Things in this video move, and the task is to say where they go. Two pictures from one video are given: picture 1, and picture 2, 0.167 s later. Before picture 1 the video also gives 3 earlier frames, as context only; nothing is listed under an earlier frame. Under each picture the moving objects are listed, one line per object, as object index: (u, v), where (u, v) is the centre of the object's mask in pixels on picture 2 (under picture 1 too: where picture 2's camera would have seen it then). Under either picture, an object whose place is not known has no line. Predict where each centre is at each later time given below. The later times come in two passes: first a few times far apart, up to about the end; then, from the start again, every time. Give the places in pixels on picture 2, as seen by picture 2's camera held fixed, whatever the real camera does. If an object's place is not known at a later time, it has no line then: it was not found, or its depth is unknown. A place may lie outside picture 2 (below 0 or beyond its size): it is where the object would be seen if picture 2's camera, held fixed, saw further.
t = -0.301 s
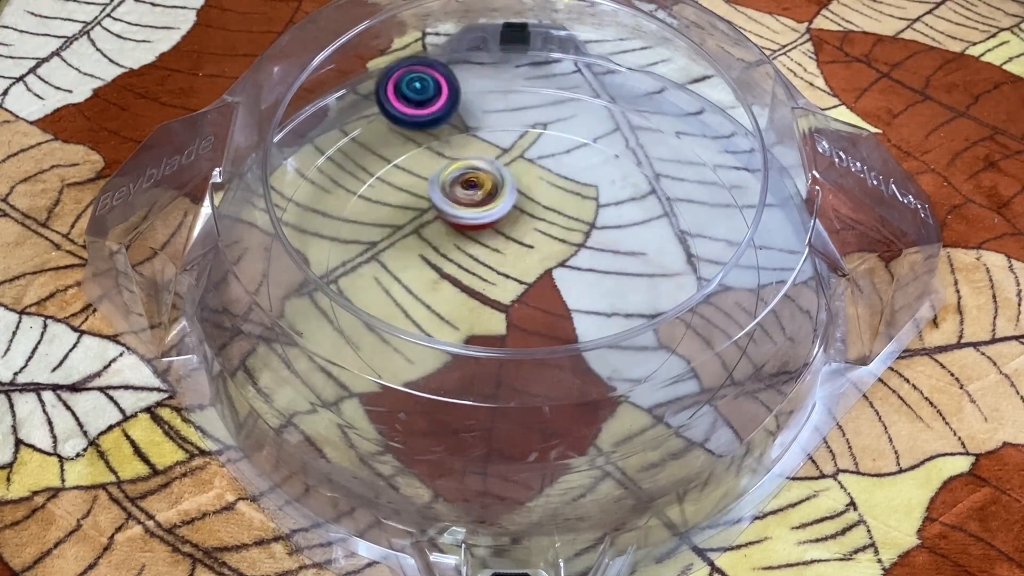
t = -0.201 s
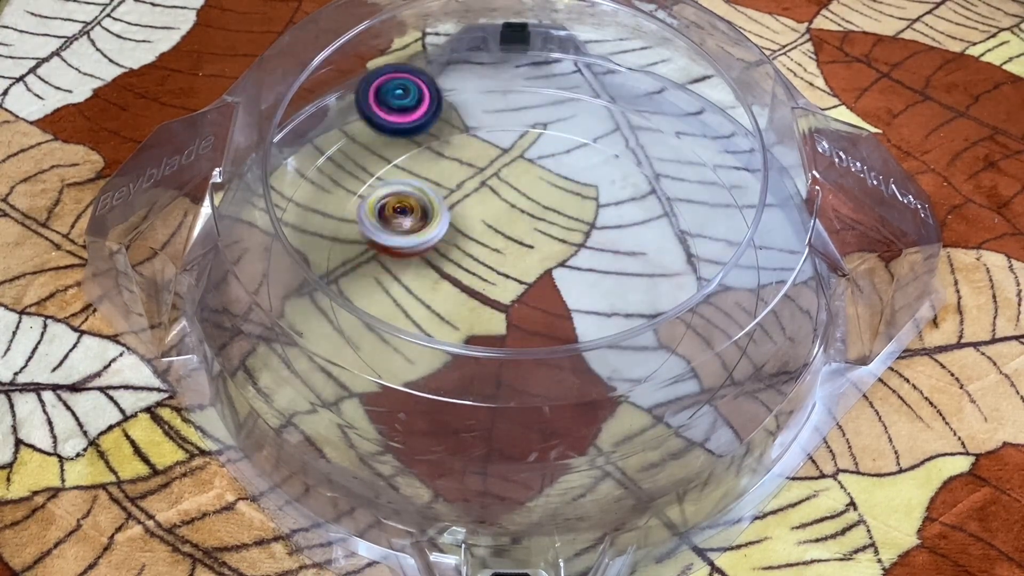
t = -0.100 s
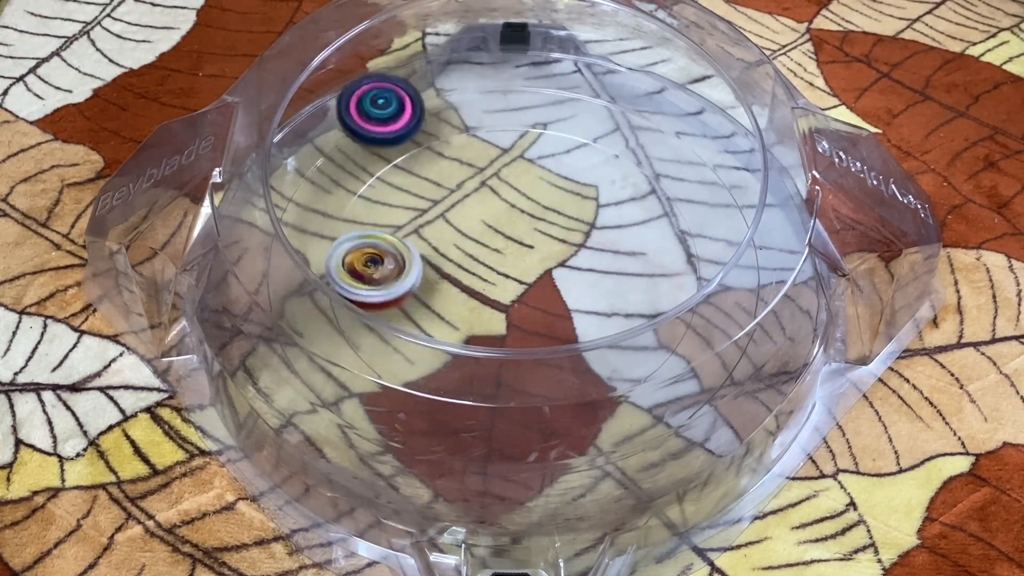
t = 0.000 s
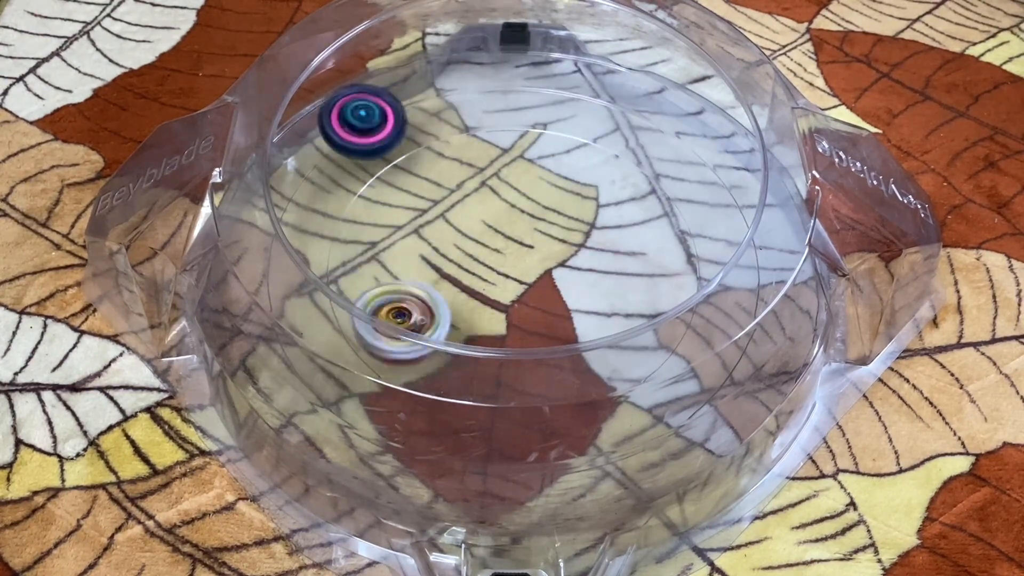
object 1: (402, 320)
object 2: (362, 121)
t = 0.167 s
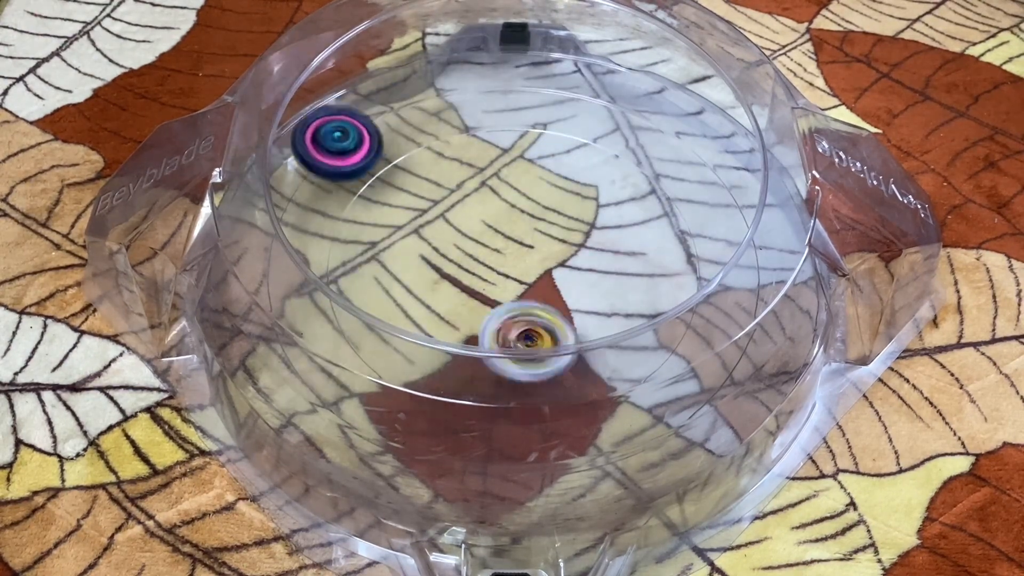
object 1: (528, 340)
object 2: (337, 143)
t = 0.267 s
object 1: (594, 296)
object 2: (325, 158)
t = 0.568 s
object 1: (513, 139)
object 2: (314, 208)
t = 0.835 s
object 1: (417, 210)
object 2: (297, 277)
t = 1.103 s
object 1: (582, 238)
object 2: (333, 372)
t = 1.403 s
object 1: (620, 166)
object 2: (420, 423)
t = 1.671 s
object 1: (510, 253)
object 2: (524, 445)
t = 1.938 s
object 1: (532, 364)
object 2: (619, 427)
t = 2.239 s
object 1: (455, 295)
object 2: (710, 355)
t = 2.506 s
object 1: (432, 236)
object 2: (742, 292)
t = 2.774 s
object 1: (452, 196)
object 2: (741, 227)
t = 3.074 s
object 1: (526, 208)
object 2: (711, 170)
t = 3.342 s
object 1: (582, 227)
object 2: (658, 133)
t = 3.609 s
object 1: (579, 268)
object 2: (591, 115)
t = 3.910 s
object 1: (527, 303)
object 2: (539, 165)
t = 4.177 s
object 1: (494, 318)
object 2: (497, 232)
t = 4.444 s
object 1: (515, 296)
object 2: (465, 238)
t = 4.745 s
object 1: (609, 215)
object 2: (380, 224)
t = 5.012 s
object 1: (620, 148)
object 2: (363, 238)
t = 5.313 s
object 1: (504, 241)
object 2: (423, 274)
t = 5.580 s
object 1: (605, 199)
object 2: (467, 340)
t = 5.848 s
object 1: (585, 211)
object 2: (546, 319)
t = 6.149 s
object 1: (478, 282)
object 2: (579, 279)
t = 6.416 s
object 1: (518, 322)
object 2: (565, 231)
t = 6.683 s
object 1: (530, 268)
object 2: (529, 193)
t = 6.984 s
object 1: (479, 281)
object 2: (484, 211)
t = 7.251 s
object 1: (551, 289)
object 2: (466, 252)
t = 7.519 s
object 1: (545, 236)
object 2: (481, 291)
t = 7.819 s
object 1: (454, 241)
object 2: (528, 307)
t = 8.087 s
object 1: (445, 279)
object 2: (586, 284)
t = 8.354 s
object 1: (479, 275)
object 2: (572, 252)
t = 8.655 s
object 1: (501, 252)
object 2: (560, 205)
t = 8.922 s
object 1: (497, 290)
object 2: (524, 220)
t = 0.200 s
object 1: (550, 322)
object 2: (332, 148)
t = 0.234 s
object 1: (575, 312)
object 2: (328, 153)
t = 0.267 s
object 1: (594, 296)
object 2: (325, 158)
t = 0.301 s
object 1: (605, 274)
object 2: (321, 163)
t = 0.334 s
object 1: (610, 251)
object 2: (319, 169)
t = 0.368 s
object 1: (608, 228)
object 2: (316, 175)
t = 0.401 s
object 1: (602, 207)
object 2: (315, 180)
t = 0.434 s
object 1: (591, 188)
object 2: (314, 186)
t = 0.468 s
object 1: (577, 171)
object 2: (314, 192)
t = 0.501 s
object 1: (558, 157)
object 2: (313, 197)
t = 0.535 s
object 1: (536, 146)
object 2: (314, 202)
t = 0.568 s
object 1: (513, 139)
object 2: (314, 208)
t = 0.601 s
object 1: (491, 135)
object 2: (316, 213)
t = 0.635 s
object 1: (469, 137)
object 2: (317, 219)
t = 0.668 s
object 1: (448, 144)
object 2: (319, 225)
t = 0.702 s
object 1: (428, 153)
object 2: (316, 232)
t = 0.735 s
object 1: (412, 167)
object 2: (318, 238)
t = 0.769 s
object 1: (399, 185)
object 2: (320, 244)
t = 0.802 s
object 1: (398, 202)
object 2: (318, 253)
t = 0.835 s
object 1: (417, 210)
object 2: (297, 277)
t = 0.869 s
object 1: (434, 220)
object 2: (283, 298)
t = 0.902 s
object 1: (452, 231)
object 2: (292, 307)
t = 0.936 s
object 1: (471, 242)
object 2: (303, 321)
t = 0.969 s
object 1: (494, 249)
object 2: (309, 333)
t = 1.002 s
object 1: (518, 252)
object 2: (314, 344)
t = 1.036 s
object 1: (542, 251)
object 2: (316, 358)
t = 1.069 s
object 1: (563, 246)
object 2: (325, 364)
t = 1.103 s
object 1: (582, 238)
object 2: (333, 372)
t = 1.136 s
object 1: (598, 227)
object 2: (340, 382)
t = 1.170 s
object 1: (610, 217)
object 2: (350, 388)
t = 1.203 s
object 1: (620, 207)
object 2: (358, 397)
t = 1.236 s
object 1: (628, 197)
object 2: (367, 402)
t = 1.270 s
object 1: (633, 188)
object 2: (377, 409)
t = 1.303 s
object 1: (635, 181)
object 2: (388, 412)
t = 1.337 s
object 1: (635, 173)
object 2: (399, 418)
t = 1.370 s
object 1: (630, 167)
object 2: (410, 423)
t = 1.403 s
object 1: (620, 166)
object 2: (420, 423)
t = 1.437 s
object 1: (609, 169)
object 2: (434, 430)
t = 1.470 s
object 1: (598, 174)
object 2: (446, 434)
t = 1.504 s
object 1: (585, 181)
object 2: (458, 434)
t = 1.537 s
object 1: (570, 191)
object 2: (473, 439)
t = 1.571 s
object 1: (557, 203)
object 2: (486, 443)
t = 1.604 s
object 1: (541, 216)
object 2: (498, 442)
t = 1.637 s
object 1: (523, 234)
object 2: (510, 441)
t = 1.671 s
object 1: (510, 253)
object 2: (524, 445)
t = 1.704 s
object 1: (501, 271)
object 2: (534, 443)
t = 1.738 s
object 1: (496, 290)
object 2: (545, 439)
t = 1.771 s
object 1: (497, 308)
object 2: (558, 438)
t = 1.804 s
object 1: (505, 319)
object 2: (573, 439)
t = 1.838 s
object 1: (509, 336)
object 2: (582, 434)
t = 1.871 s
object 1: (520, 350)
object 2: (592, 432)
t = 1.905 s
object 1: (531, 361)
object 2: (605, 430)
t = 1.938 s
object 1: (532, 364)
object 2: (619, 427)
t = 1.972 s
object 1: (519, 358)
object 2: (634, 414)
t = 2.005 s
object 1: (508, 344)
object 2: (650, 406)
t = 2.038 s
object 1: (497, 336)
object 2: (665, 399)
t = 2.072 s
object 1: (490, 326)
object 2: (674, 392)
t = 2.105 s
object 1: (482, 321)
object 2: (682, 384)
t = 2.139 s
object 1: (474, 317)
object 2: (692, 377)
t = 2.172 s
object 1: (468, 310)
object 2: (699, 370)
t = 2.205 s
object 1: (460, 302)
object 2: (703, 361)
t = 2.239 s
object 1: (455, 295)
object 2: (710, 355)
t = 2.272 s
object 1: (450, 285)
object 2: (719, 348)
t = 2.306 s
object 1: (444, 279)
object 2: (721, 340)
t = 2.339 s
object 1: (441, 272)
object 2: (726, 333)
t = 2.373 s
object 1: (437, 264)
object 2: (734, 326)
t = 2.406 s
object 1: (436, 257)
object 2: (735, 317)
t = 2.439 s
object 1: (434, 249)
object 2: (736, 308)
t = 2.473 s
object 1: (431, 243)
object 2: (741, 301)
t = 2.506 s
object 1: (432, 236)
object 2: (742, 292)
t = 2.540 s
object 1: (431, 229)
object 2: (742, 284)
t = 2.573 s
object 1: (432, 224)
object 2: (743, 275)
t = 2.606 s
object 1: (433, 216)
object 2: (746, 267)
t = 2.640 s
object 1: (434, 211)
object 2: (745, 259)
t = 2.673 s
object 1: (438, 206)
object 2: (743, 252)
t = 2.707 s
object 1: (441, 203)
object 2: (743, 242)
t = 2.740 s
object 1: (448, 199)
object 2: (742, 234)
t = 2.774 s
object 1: (452, 196)
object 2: (741, 227)
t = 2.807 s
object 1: (459, 195)
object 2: (737, 221)
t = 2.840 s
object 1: (465, 194)
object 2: (735, 214)
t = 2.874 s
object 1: (473, 196)
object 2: (733, 205)
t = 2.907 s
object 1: (482, 197)
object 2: (730, 200)
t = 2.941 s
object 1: (489, 200)
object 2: (727, 194)
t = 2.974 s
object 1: (500, 202)
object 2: (721, 188)
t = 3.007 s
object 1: (509, 205)
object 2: (719, 183)
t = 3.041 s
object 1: (519, 207)
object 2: (716, 176)
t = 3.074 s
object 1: (526, 208)
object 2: (711, 170)
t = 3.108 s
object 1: (535, 212)
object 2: (706, 165)
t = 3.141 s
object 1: (544, 213)
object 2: (699, 160)
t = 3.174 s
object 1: (551, 216)
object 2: (694, 154)
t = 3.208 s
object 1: (559, 217)
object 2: (687, 149)
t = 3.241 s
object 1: (564, 219)
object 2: (680, 144)
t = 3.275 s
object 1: (571, 222)
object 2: (673, 140)
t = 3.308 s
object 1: (576, 225)
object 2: (665, 136)
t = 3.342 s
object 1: (582, 227)
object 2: (658, 133)
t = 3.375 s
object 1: (583, 231)
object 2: (650, 129)
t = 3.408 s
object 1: (586, 236)
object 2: (642, 126)
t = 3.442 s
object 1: (586, 240)
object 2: (634, 124)
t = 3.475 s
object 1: (587, 246)
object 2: (625, 121)
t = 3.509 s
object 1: (585, 252)
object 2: (616, 120)
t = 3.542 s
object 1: (583, 258)
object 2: (608, 118)
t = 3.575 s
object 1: (580, 263)
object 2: (599, 116)
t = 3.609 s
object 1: (579, 268)
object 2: (591, 115)
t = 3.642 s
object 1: (573, 272)
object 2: (582, 115)
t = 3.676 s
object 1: (570, 278)
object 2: (573, 114)
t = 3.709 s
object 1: (563, 282)
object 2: (564, 115)
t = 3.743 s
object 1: (560, 285)
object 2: (557, 116)
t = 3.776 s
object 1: (551, 290)
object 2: (551, 123)
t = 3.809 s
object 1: (547, 294)
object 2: (548, 132)
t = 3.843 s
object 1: (539, 298)
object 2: (544, 142)
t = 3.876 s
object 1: (536, 299)
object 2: (541, 154)
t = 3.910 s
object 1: (527, 303)
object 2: (539, 165)
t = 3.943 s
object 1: (522, 304)
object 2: (535, 179)
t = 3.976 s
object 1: (517, 306)
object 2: (531, 192)
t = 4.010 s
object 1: (512, 305)
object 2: (527, 206)
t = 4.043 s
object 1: (506, 306)
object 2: (522, 220)
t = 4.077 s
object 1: (500, 304)
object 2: (518, 232)
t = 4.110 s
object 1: (497, 304)
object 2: (514, 240)
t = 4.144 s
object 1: (492, 311)
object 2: (506, 239)
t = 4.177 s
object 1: (494, 318)
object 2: (497, 232)
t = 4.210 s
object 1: (494, 321)
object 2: (492, 229)
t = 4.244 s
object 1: (498, 322)
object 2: (488, 230)
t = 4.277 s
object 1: (499, 321)
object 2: (484, 232)
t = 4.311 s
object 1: (504, 320)
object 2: (481, 233)
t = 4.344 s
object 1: (506, 315)
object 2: (477, 236)
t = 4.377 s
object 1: (510, 310)
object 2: (475, 237)
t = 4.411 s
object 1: (510, 300)
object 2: (471, 238)
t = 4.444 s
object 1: (515, 296)
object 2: (465, 238)
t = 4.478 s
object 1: (527, 293)
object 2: (457, 231)
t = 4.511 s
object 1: (535, 288)
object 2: (453, 228)
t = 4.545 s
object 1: (538, 277)
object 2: (451, 228)
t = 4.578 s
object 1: (540, 269)
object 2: (450, 228)
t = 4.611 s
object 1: (538, 257)
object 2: (450, 229)
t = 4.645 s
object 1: (534, 248)
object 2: (448, 231)
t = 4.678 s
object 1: (563, 238)
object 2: (421, 226)
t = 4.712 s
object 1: (588, 227)
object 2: (395, 224)
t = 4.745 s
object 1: (609, 215)
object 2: (380, 224)
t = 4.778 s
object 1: (621, 205)
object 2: (372, 225)
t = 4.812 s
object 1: (629, 192)
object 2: (368, 225)
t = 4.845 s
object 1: (634, 181)
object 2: (365, 226)
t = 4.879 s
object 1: (638, 170)
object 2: (363, 228)
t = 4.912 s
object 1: (637, 162)
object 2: (361, 230)
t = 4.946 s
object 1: (635, 155)
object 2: (361, 232)
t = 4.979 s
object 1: (629, 150)
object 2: (361, 235)
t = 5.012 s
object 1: (620, 148)
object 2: (363, 238)
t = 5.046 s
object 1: (610, 147)
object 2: (367, 241)
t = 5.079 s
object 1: (597, 151)
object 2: (371, 245)
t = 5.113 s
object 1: (585, 158)
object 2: (376, 249)
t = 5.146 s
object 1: (571, 166)
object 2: (383, 252)
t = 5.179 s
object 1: (557, 177)
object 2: (390, 257)
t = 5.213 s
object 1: (540, 191)
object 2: (398, 260)
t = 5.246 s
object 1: (524, 208)
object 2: (407, 264)
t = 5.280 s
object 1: (508, 227)
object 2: (416, 267)
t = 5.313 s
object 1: (504, 241)
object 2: (423, 274)
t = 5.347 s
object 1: (521, 240)
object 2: (414, 288)
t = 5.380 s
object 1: (541, 233)
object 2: (410, 302)
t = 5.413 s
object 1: (556, 228)
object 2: (415, 310)
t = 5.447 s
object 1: (570, 221)
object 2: (417, 328)
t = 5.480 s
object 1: (583, 215)
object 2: (430, 334)
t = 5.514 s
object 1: (591, 209)
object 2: (443, 338)
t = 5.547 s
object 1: (600, 202)
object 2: (455, 339)
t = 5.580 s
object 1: (605, 199)
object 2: (467, 340)
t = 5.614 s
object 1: (611, 194)
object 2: (479, 339)
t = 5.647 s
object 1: (613, 192)
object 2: (490, 337)
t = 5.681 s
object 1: (615, 189)
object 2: (500, 331)
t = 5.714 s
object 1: (614, 190)
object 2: (512, 329)
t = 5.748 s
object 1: (610, 191)
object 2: (522, 328)
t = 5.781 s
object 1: (604, 197)
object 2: (531, 325)
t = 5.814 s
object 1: (594, 204)
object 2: (539, 323)
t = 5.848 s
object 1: (585, 211)
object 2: (546, 319)
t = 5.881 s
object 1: (575, 220)
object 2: (553, 316)
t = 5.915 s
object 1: (564, 229)
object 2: (559, 310)
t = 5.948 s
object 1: (552, 233)
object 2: (565, 309)
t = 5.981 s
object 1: (535, 235)
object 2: (569, 308)
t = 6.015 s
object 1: (521, 240)
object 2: (571, 305)
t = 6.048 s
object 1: (507, 249)
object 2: (573, 298)
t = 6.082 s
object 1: (492, 258)
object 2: (576, 292)
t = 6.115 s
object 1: (484, 270)
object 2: (578, 285)
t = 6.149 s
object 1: (478, 282)
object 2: (579, 279)
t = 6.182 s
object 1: (474, 291)
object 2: (579, 272)
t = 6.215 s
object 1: (476, 303)
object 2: (578, 266)
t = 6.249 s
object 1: (479, 311)
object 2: (578, 260)
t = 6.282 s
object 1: (483, 316)
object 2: (575, 254)
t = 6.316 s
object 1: (491, 320)
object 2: (574, 248)
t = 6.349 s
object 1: (499, 323)
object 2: (571, 242)
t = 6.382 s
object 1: (507, 323)
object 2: (568, 236)
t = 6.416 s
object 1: (518, 322)
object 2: (565, 231)
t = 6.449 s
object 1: (526, 321)
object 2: (561, 227)
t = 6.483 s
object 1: (533, 315)
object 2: (557, 223)
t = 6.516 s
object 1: (539, 308)
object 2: (552, 219)
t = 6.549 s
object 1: (542, 298)
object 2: (548, 217)
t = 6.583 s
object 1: (543, 285)
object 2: (540, 212)
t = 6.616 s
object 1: (544, 273)
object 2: (534, 206)
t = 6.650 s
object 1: (537, 271)
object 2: (530, 199)
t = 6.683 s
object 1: (530, 268)
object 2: (529, 193)
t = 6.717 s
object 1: (523, 264)
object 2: (523, 189)
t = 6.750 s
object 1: (516, 263)
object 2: (518, 188)
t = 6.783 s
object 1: (508, 263)
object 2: (514, 189)
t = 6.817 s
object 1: (499, 262)
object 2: (508, 192)
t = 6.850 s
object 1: (490, 262)
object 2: (502, 194)
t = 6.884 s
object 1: (484, 266)
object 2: (498, 197)
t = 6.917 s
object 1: (481, 270)
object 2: (493, 201)
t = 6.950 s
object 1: (479, 277)
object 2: (488, 205)
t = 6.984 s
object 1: (479, 281)
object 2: (484, 211)
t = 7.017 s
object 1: (482, 284)
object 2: (481, 216)
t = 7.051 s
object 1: (490, 287)
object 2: (477, 219)
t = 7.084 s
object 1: (499, 291)
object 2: (474, 224)
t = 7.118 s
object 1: (507, 293)
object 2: (472, 230)
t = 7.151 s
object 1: (517, 294)
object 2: (469, 236)
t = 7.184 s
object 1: (528, 295)
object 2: (466, 240)
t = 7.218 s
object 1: (540, 293)
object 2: (467, 247)
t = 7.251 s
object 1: (551, 289)
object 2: (466, 252)
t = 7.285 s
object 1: (559, 284)
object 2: (466, 257)
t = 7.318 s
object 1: (565, 277)
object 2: (467, 263)
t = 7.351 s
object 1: (567, 269)
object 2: (468, 267)
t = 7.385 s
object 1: (566, 261)
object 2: (470, 273)
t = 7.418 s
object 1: (565, 252)
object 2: (472, 278)
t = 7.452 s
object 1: (560, 246)
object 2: (474, 282)
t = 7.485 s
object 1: (555, 240)
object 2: (477, 287)
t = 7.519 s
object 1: (545, 236)
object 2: (481, 291)
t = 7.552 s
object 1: (535, 232)
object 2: (485, 294)
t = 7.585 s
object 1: (522, 228)
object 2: (489, 298)
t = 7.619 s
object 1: (512, 227)
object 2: (495, 301)
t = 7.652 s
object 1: (501, 225)
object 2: (499, 304)
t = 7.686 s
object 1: (488, 226)
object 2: (504, 306)
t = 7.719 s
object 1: (476, 227)
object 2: (510, 307)
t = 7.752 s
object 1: (466, 231)
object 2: (516, 307)
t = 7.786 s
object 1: (459, 235)
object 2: (522, 308)
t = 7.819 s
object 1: (454, 241)
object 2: (528, 307)
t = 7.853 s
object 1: (452, 249)
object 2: (534, 306)
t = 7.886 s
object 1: (455, 257)
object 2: (538, 304)
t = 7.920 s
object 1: (458, 266)
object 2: (543, 302)
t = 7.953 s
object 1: (463, 273)
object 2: (549, 300)
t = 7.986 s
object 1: (467, 277)
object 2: (554, 297)
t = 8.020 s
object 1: (457, 276)
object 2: (570, 293)
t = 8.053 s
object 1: (450, 277)
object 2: (581, 288)
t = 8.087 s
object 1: (445, 279)
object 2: (586, 284)
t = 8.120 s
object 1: (442, 281)
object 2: (587, 280)
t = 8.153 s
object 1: (441, 283)
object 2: (588, 276)
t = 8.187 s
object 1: (443, 286)
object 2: (588, 271)
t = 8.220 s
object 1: (447, 286)
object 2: (586, 267)
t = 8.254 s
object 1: (454, 284)
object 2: (583, 263)
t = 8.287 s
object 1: (461, 282)
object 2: (580, 259)
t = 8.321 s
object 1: (470, 279)
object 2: (577, 255)
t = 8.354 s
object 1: (479, 275)
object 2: (572, 252)
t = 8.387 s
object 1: (489, 269)
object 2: (569, 248)
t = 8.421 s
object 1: (486, 270)
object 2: (573, 238)
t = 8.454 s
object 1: (480, 271)
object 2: (578, 223)
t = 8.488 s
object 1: (479, 271)
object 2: (580, 214)
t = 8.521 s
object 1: (484, 269)
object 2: (577, 211)
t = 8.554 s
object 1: (489, 265)
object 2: (573, 208)
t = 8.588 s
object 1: (495, 262)
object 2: (568, 208)
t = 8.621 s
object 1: (498, 257)
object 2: (563, 206)
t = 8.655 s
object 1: (501, 252)
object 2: (560, 205)
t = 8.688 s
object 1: (496, 252)
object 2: (559, 204)
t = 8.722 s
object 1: (490, 256)
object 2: (556, 203)
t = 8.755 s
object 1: (489, 260)
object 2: (551, 206)
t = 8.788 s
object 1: (489, 264)
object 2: (545, 209)
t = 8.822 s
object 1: (491, 268)
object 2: (539, 213)
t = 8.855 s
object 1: (491, 277)
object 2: (533, 213)
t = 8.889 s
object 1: (493, 285)
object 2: (529, 215)
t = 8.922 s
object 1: (497, 290)
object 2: (524, 220)
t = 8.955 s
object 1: (503, 293)
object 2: (517, 224)
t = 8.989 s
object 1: (510, 295)
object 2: (510, 228)
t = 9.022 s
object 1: (517, 296)
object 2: (502, 233)
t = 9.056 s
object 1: (524, 297)
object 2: (494, 240)
